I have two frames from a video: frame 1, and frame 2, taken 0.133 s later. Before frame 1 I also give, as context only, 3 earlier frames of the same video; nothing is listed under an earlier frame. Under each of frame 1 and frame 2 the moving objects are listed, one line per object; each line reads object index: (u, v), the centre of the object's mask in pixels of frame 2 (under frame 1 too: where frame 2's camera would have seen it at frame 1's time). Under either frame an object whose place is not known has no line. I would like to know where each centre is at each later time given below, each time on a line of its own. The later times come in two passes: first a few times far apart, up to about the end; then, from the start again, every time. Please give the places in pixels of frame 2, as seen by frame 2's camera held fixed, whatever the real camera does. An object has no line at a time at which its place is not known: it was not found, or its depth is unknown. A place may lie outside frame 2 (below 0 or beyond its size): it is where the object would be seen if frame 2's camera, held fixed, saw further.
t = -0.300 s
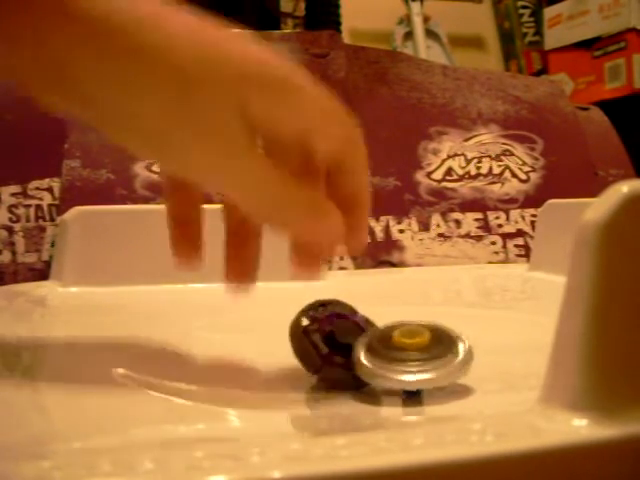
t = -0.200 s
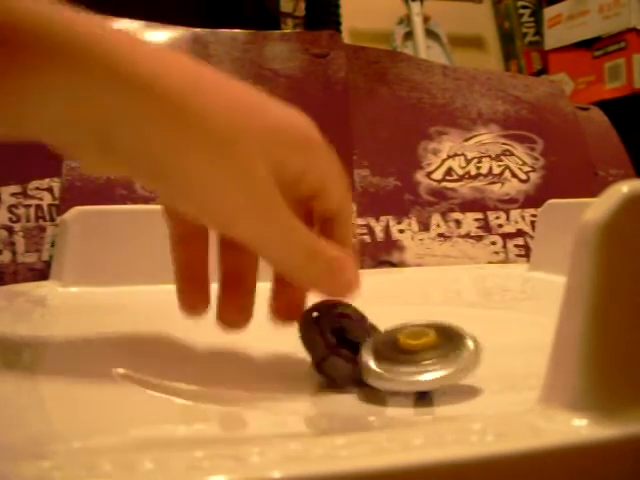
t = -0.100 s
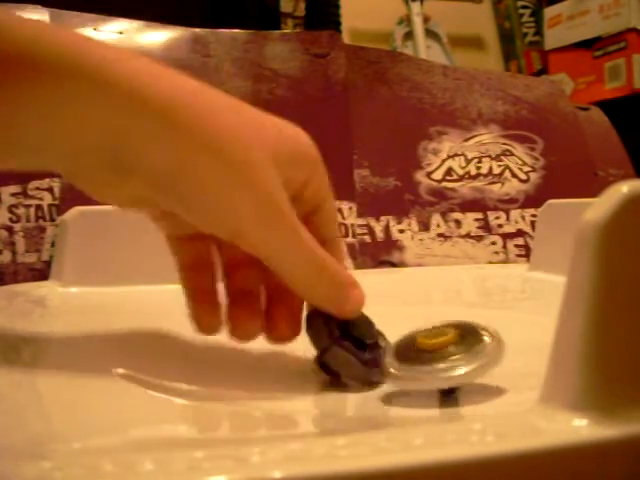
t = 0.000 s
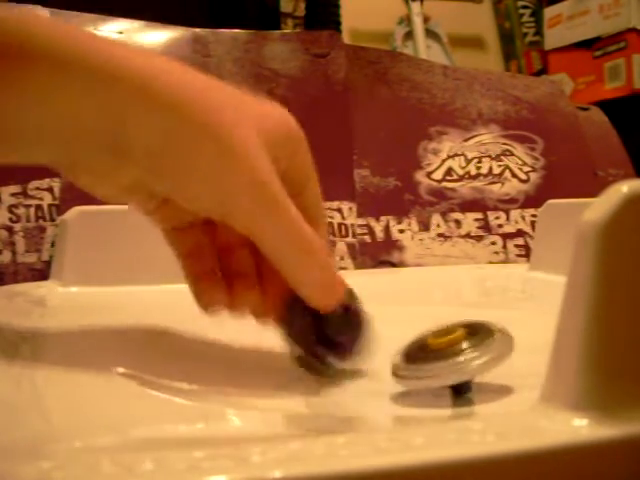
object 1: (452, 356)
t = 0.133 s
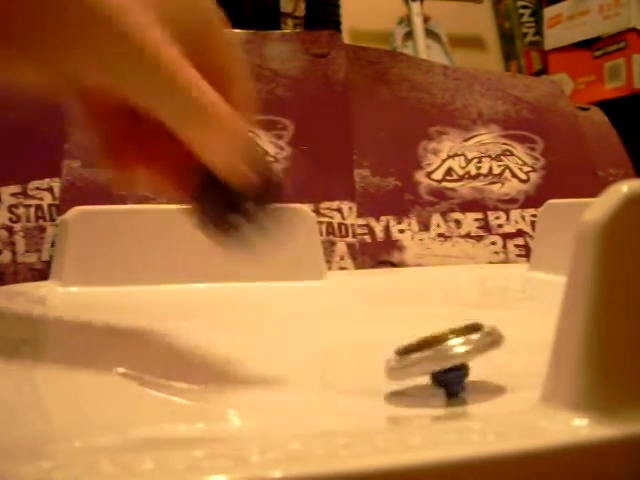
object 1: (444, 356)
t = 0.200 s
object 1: (439, 355)
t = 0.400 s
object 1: (400, 356)
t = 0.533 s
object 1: (361, 353)
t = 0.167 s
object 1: (441, 356)
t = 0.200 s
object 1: (439, 355)
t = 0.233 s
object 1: (436, 355)
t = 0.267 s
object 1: (432, 355)
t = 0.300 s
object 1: (426, 355)
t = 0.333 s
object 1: (419, 356)
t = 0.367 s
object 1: (410, 356)
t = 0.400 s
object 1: (400, 356)
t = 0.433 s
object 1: (390, 355)
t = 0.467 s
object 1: (380, 355)
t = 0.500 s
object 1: (370, 354)
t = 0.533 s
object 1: (361, 353)
